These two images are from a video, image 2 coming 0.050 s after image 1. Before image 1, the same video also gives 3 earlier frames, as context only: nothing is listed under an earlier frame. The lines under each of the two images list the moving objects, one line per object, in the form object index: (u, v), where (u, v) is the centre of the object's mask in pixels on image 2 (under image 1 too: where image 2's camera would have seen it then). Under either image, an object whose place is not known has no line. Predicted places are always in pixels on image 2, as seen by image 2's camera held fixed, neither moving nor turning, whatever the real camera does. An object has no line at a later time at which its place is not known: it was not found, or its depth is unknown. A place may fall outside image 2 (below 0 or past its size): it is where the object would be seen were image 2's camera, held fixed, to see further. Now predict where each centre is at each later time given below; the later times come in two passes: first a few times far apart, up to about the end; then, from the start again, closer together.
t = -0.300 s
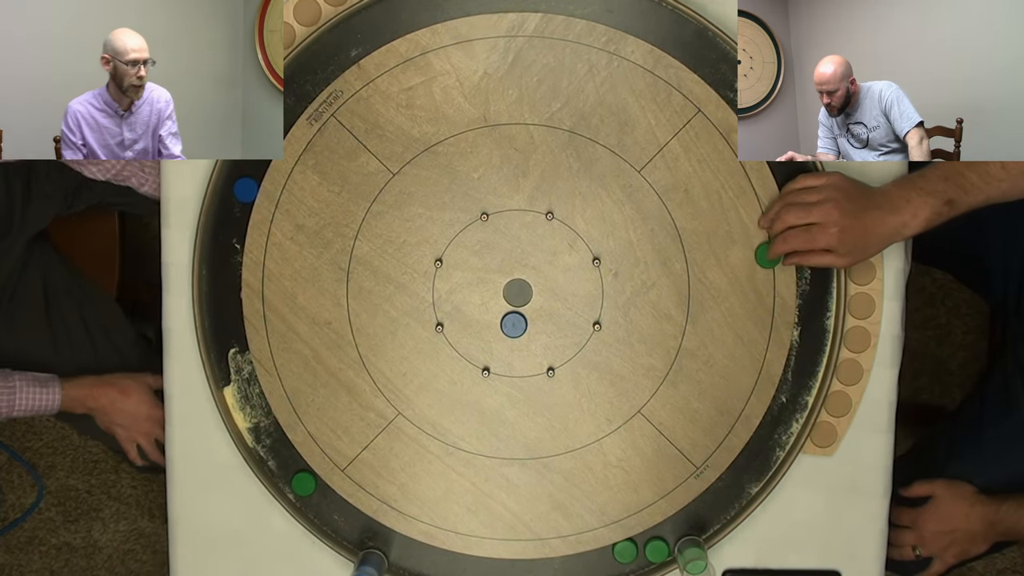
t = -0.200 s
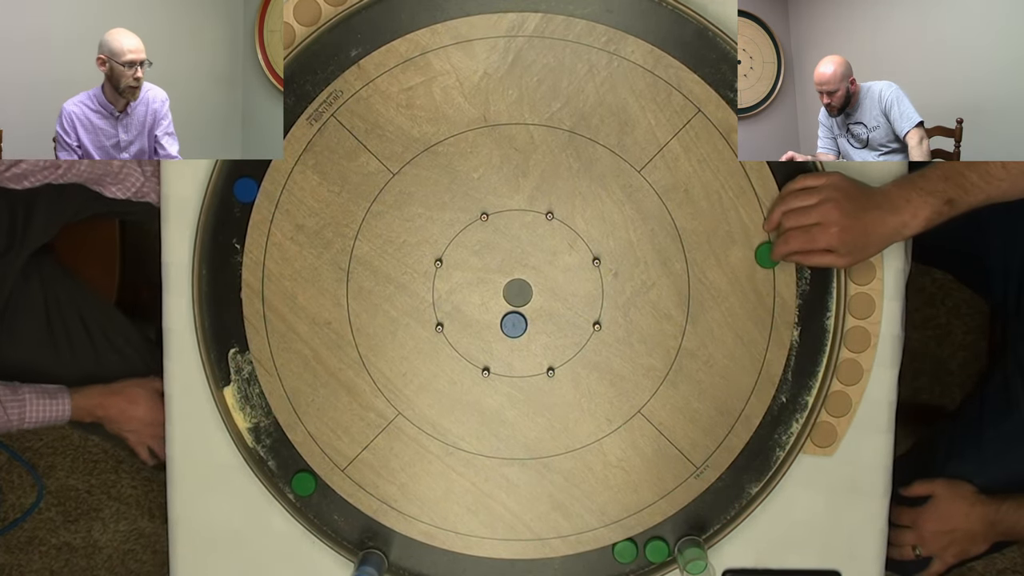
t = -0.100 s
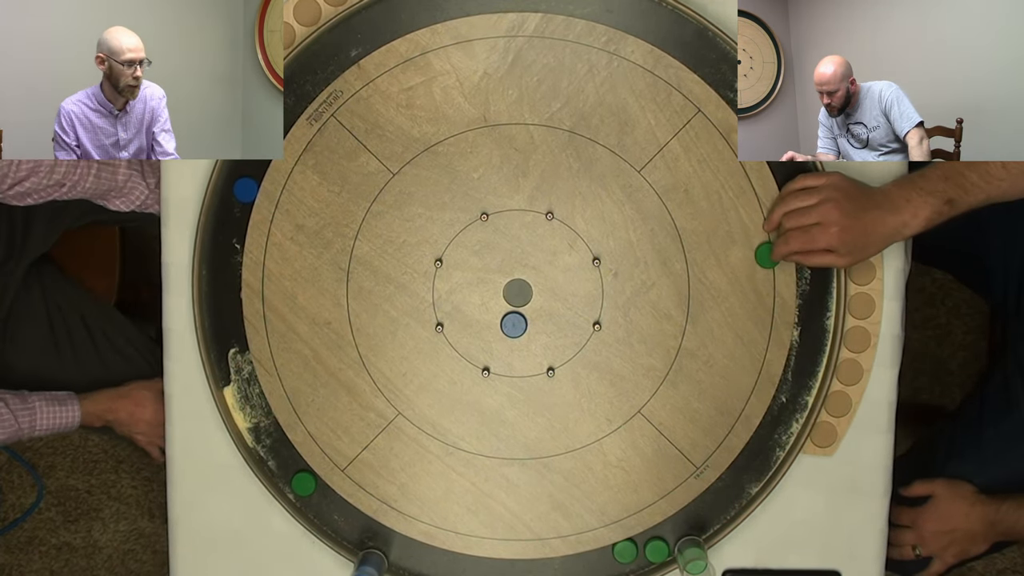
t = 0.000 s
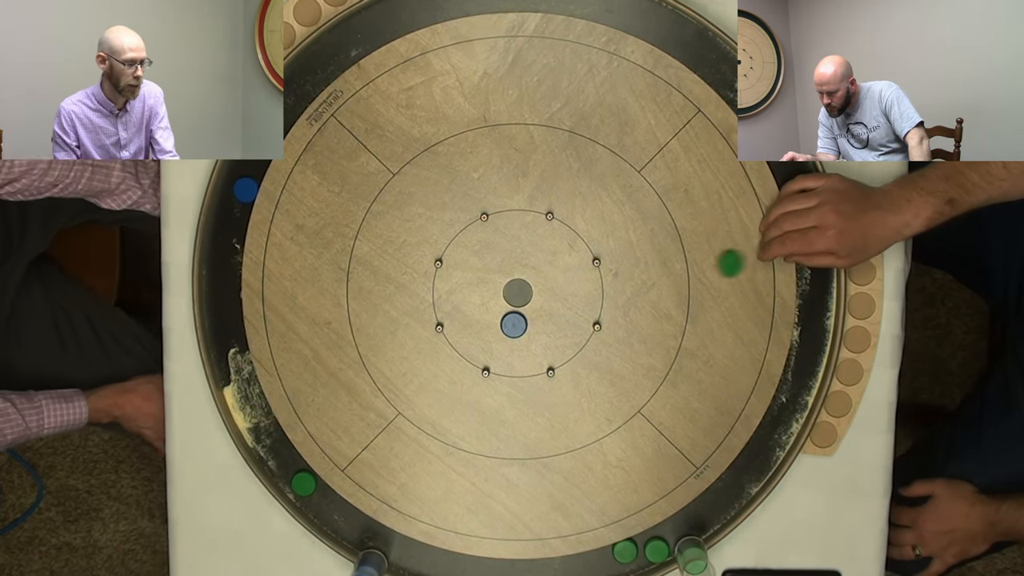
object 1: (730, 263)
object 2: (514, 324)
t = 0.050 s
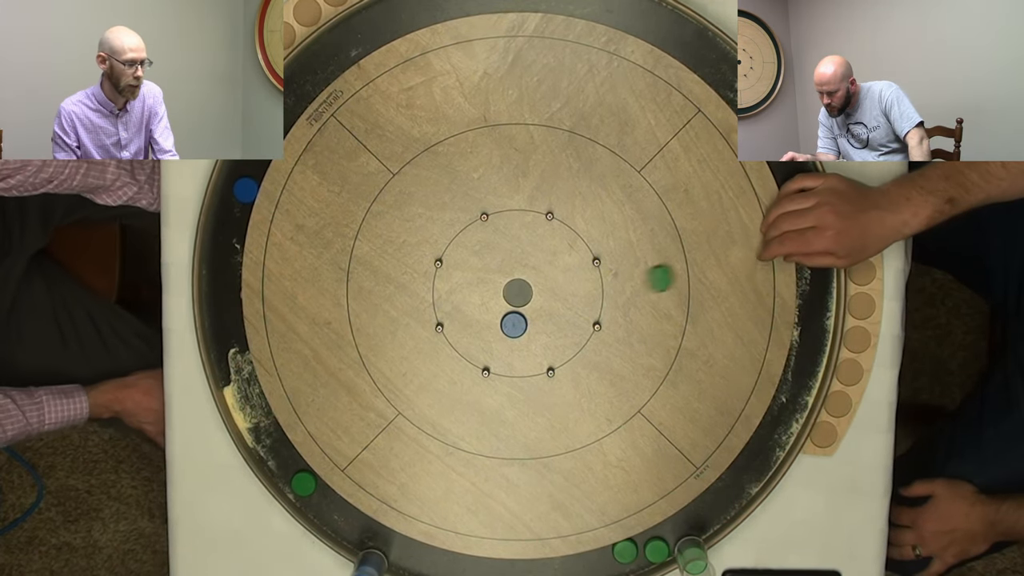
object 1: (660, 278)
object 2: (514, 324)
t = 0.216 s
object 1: (522, 303)
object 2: (464, 365)
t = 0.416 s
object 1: (539, 358)
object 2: (354, 454)
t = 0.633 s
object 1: (523, 354)
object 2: (304, 491)
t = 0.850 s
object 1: (523, 354)
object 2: (306, 486)
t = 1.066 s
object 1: (523, 354)
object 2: (306, 486)
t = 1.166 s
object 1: (523, 354)
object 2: (306, 486)
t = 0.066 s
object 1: (637, 283)
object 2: (514, 324)
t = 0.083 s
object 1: (614, 288)
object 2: (514, 324)
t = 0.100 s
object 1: (591, 293)
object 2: (514, 324)
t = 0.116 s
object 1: (569, 297)
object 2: (514, 324)
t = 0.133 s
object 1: (548, 302)
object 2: (514, 324)
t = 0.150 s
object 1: (530, 304)
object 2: (510, 327)
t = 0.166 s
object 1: (522, 297)
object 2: (499, 337)
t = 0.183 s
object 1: (517, 293)
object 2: (487, 346)
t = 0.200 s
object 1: (521, 296)
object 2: (476, 355)
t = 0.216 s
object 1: (522, 303)
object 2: (464, 365)
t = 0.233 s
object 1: (524, 309)
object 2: (453, 374)
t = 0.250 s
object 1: (526, 314)
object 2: (443, 382)
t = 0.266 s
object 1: (528, 319)
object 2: (433, 391)
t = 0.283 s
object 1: (529, 324)
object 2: (423, 399)
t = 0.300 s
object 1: (531, 329)
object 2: (414, 406)
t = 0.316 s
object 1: (532, 334)
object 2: (404, 414)
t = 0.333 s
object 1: (533, 339)
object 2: (395, 421)
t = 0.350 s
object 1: (535, 343)
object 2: (386, 429)
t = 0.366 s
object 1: (536, 347)
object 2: (378, 435)
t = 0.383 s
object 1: (537, 351)
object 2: (370, 442)
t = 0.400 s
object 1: (538, 355)
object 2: (362, 448)
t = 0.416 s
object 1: (539, 358)
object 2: (354, 454)
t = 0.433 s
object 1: (537, 359)
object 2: (347, 460)
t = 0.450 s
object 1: (534, 358)
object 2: (340, 465)
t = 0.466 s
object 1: (532, 357)
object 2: (333, 470)
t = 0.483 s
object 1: (530, 356)
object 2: (327, 475)
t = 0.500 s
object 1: (528, 356)
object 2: (322, 480)
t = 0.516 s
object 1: (527, 355)
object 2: (315, 484)
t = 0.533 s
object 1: (525, 355)
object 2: (310, 488)
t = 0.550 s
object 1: (525, 354)
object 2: (305, 493)
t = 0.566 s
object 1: (524, 354)
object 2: (301, 495)
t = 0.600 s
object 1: (523, 354)
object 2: (303, 493)
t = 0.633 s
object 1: (523, 354)
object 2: (304, 491)
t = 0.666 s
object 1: (523, 354)
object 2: (305, 489)
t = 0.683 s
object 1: (523, 354)
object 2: (306, 488)
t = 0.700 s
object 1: (523, 354)
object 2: (306, 487)
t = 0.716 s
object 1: (523, 354)
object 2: (306, 487)
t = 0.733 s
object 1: (523, 354)
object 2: (306, 487)
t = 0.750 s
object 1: (523, 354)
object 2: (306, 486)
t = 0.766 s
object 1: (523, 354)
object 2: (306, 486)
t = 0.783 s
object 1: (523, 354)
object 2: (306, 486)
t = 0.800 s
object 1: (523, 354)
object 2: (306, 486)
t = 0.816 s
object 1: (523, 354)
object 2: (306, 486)
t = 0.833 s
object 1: (523, 354)
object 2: (306, 486)
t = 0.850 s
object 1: (523, 354)
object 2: (306, 486)
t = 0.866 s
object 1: (523, 354)
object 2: (306, 487)
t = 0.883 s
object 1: (523, 354)
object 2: (306, 486)
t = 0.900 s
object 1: (523, 354)
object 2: (306, 486)
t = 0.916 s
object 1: (523, 354)
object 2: (306, 487)
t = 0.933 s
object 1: (523, 354)
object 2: (306, 486)
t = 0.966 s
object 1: (523, 354)
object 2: (306, 486)
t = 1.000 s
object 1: (523, 354)
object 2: (306, 486)
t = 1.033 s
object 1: (523, 354)
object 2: (306, 486)
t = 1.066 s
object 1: (523, 354)
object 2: (306, 486)
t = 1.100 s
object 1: (523, 354)
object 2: (306, 486)
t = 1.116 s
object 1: (523, 354)
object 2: (306, 486)
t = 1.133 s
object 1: (523, 354)
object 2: (306, 486)
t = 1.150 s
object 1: (523, 354)
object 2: (306, 487)
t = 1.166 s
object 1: (523, 354)
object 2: (306, 486)
